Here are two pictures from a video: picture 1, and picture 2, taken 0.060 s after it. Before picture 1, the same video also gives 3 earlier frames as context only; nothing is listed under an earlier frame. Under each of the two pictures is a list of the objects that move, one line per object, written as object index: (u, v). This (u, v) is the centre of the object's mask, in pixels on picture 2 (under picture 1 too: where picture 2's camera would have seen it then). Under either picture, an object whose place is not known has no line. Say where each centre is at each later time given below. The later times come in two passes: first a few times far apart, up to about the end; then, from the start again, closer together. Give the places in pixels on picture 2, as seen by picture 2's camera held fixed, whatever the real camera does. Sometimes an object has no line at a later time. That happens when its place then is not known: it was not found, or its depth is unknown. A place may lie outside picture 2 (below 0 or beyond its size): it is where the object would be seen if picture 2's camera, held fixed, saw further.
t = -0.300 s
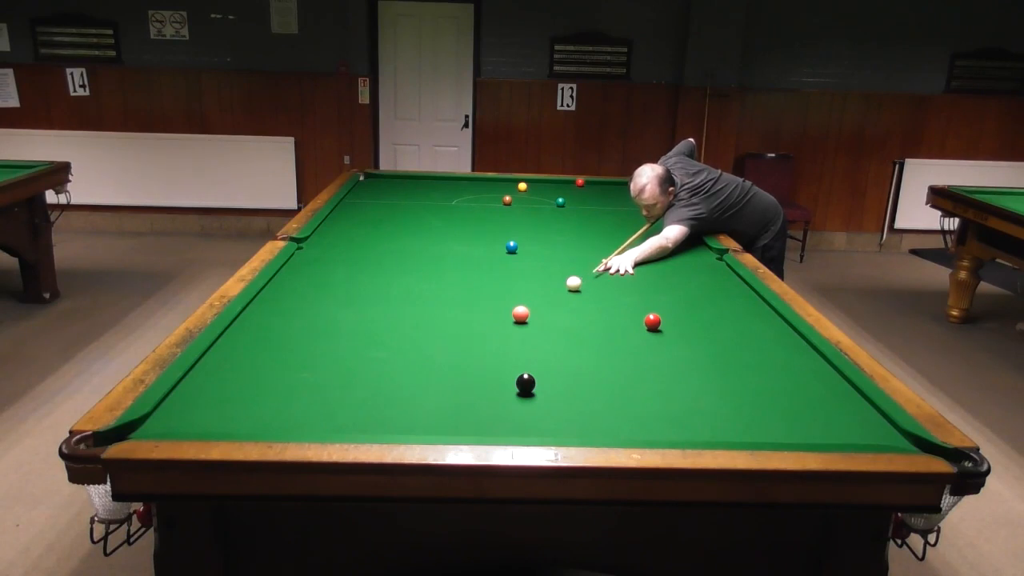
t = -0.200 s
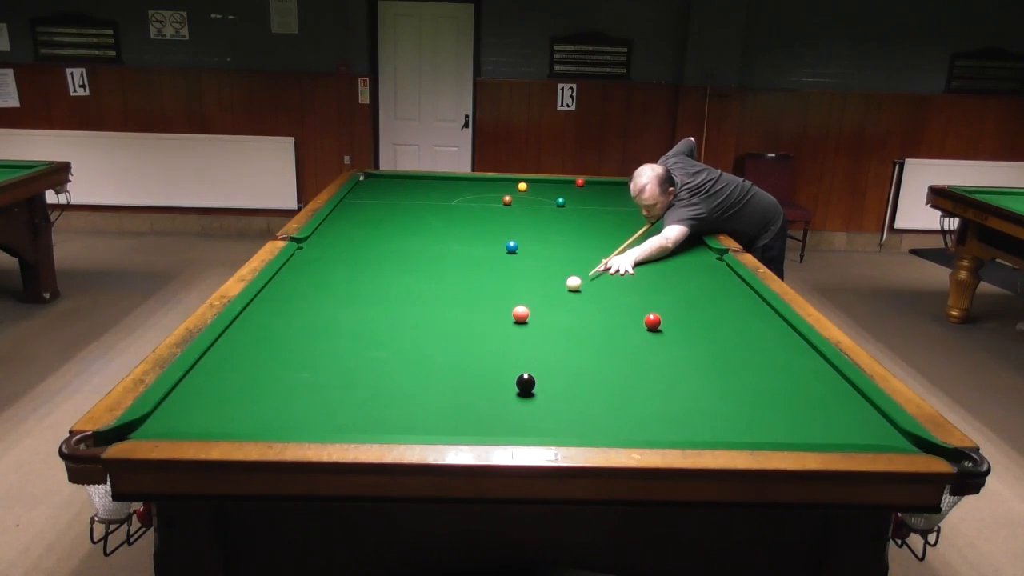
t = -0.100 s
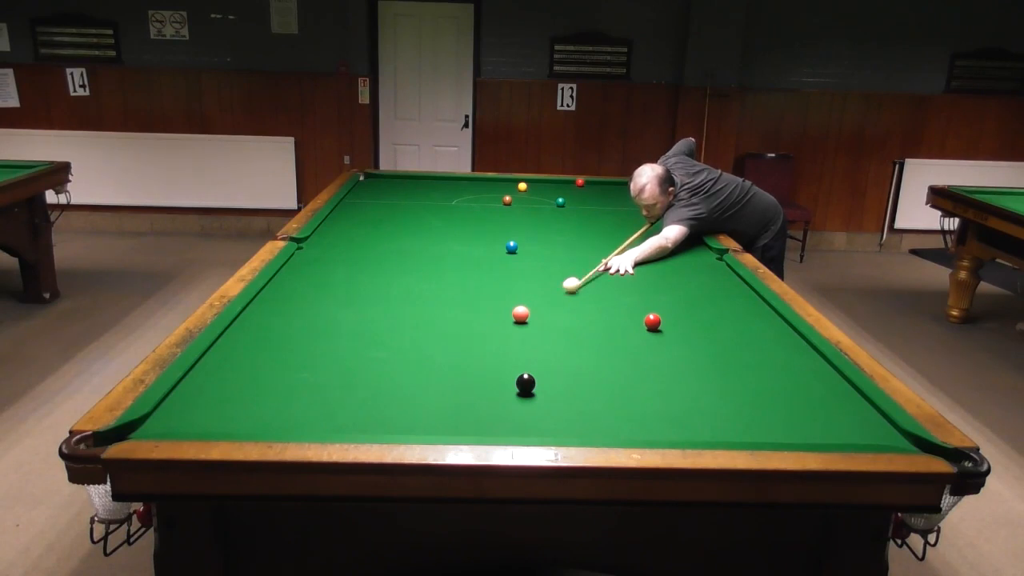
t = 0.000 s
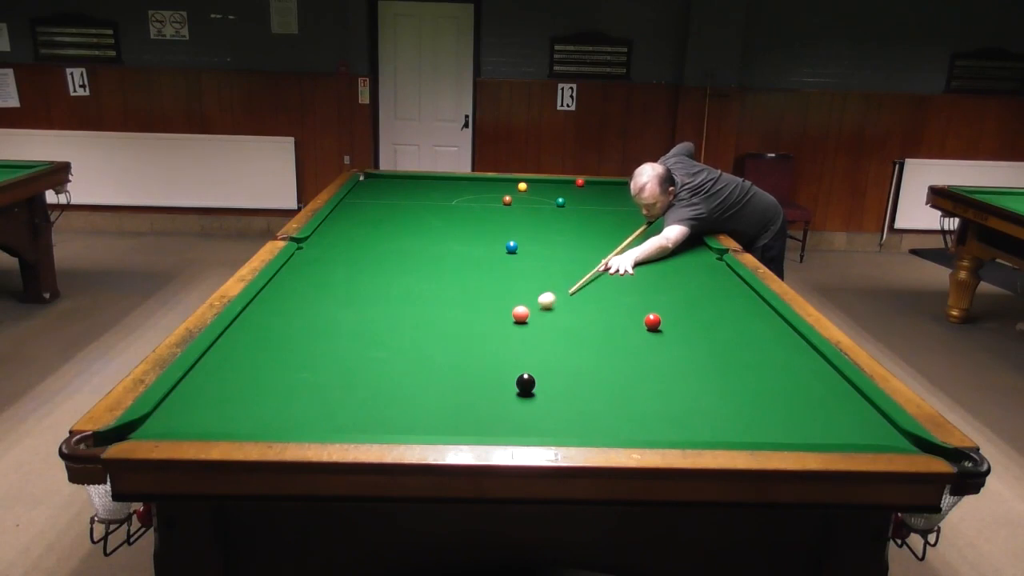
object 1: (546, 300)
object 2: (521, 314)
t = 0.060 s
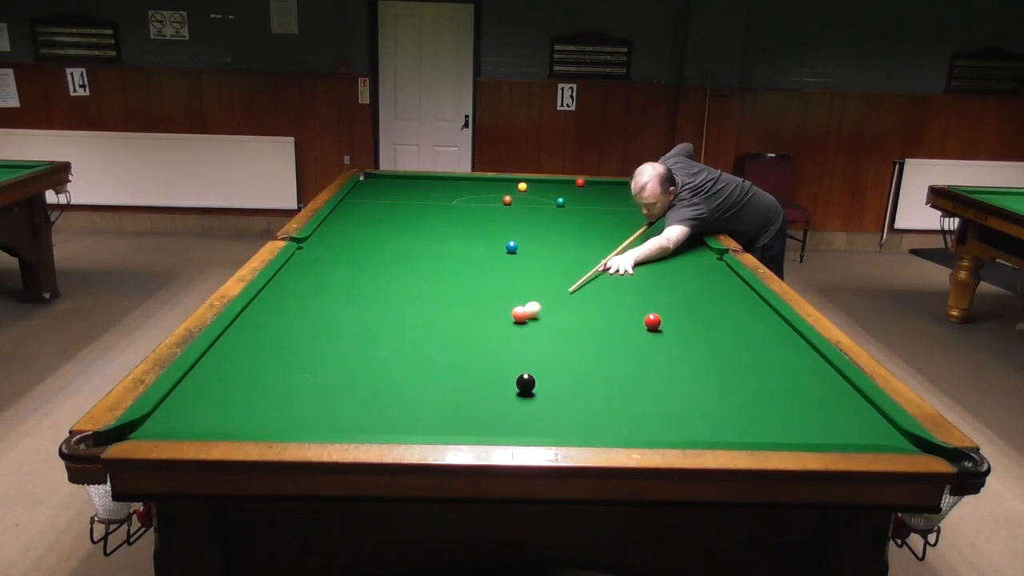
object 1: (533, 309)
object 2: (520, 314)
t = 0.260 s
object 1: (550, 315)
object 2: (448, 337)
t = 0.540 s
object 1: (574, 319)
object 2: (343, 371)
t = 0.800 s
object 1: (596, 322)
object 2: (222, 410)
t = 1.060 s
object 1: (616, 325)
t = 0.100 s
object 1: (535, 312)
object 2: (506, 318)
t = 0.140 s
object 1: (539, 313)
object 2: (492, 323)
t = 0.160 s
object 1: (541, 313)
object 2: (484, 325)
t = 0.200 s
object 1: (544, 314)
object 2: (470, 330)
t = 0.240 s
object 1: (548, 314)
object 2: (455, 335)
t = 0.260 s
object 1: (550, 315)
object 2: (448, 337)
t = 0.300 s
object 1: (553, 315)
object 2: (434, 341)
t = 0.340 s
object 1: (557, 316)
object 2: (420, 346)
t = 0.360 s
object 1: (559, 316)
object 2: (413, 348)
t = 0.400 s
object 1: (562, 317)
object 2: (399, 353)
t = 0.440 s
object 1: (566, 317)
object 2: (384, 358)
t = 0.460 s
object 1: (567, 318)
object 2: (376, 361)
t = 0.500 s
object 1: (571, 318)
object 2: (360, 366)
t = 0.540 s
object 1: (574, 319)
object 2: (343, 371)
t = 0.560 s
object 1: (576, 319)
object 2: (335, 373)
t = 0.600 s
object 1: (579, 320)
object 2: (318, 379)
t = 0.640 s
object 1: (583, 320)
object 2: (300, 385)
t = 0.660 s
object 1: (585, 320)
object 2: (290, 388)
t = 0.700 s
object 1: (588, 321)
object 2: (272, 394)
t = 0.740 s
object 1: (591, 322)
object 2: (252, 401)
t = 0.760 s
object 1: (593, 322)
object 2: (242, 404)
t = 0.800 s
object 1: (596, 322)
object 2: (222, 410)
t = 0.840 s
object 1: (599, 323)
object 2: (201, 417)
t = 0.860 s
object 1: (601, 323)
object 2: (190, 420)
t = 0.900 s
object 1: (604, 324)
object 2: (168, 425)
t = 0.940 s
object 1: (607, 324)
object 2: (145, 429)
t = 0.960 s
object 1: (608, 324)
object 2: (134, 431)
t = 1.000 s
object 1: (612, 325)
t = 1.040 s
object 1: (615, 325)
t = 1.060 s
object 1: (616, 325)
